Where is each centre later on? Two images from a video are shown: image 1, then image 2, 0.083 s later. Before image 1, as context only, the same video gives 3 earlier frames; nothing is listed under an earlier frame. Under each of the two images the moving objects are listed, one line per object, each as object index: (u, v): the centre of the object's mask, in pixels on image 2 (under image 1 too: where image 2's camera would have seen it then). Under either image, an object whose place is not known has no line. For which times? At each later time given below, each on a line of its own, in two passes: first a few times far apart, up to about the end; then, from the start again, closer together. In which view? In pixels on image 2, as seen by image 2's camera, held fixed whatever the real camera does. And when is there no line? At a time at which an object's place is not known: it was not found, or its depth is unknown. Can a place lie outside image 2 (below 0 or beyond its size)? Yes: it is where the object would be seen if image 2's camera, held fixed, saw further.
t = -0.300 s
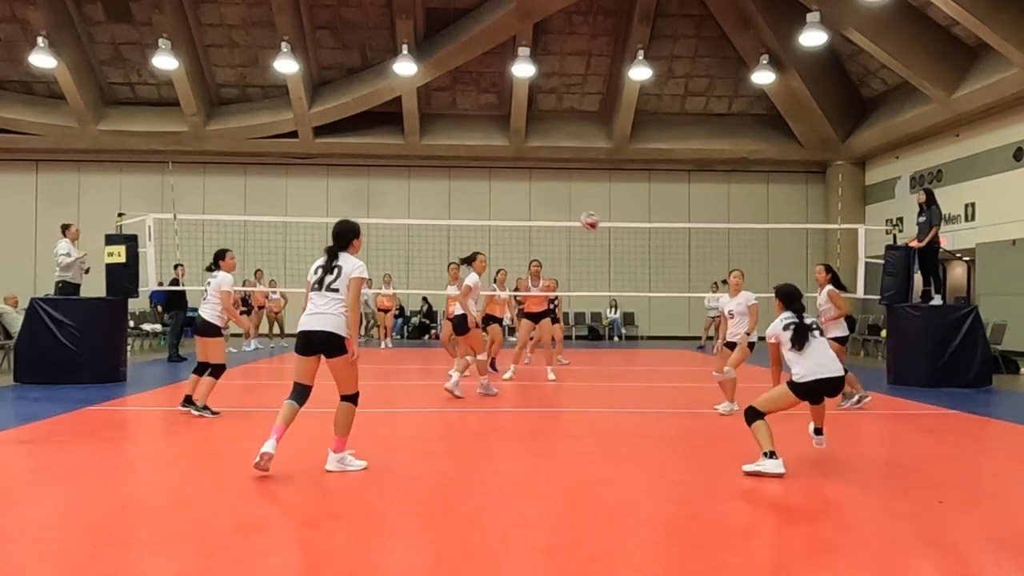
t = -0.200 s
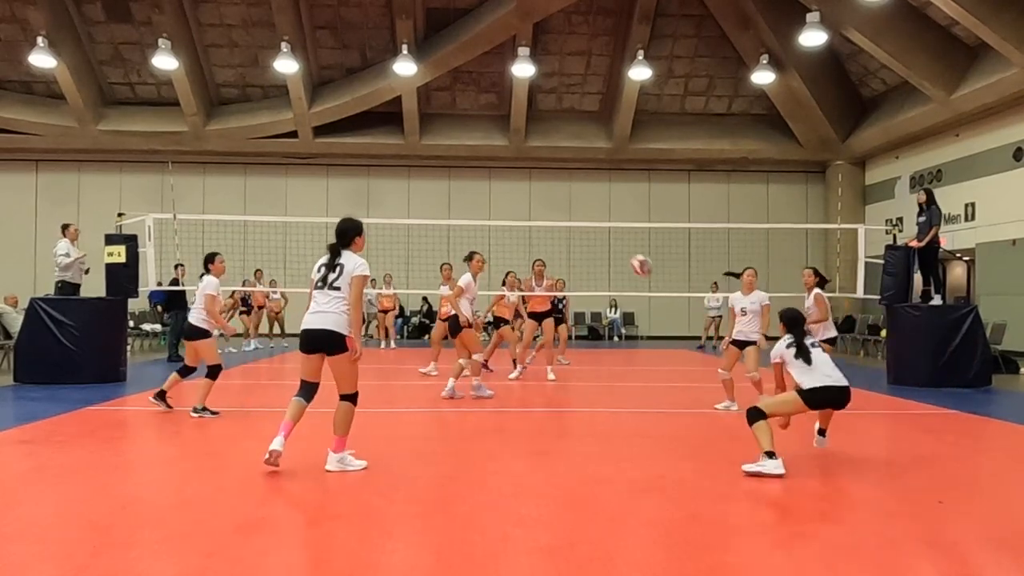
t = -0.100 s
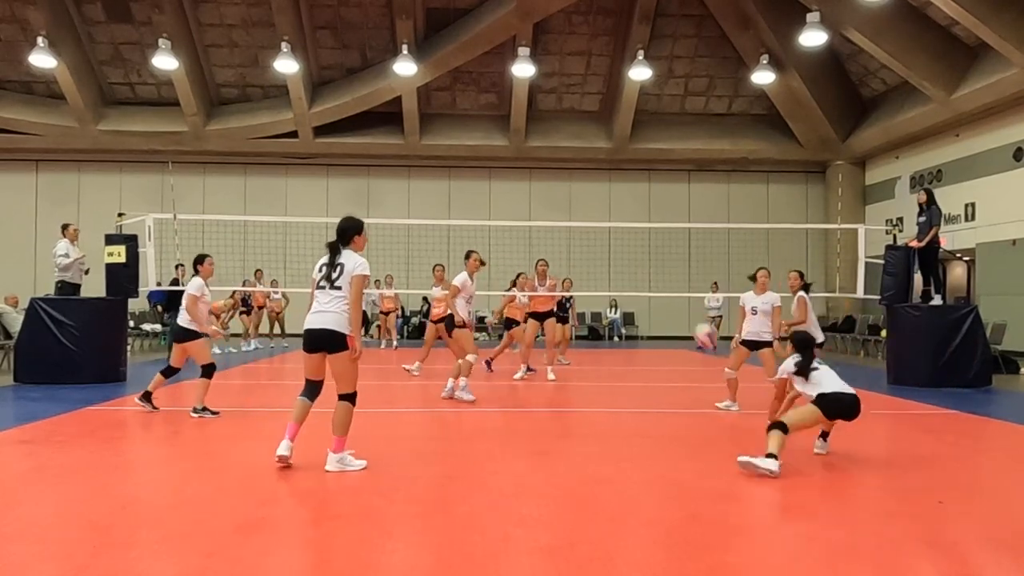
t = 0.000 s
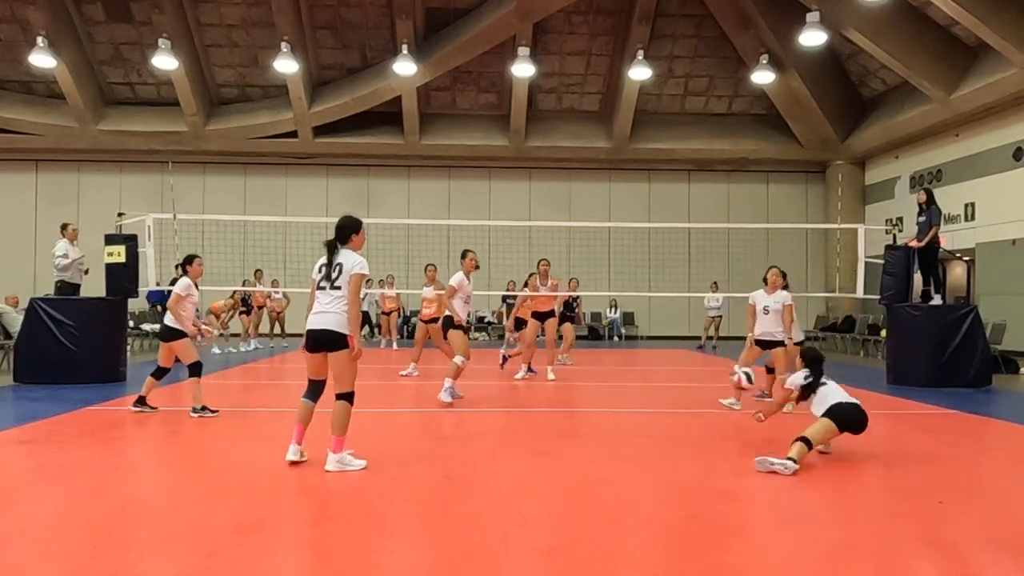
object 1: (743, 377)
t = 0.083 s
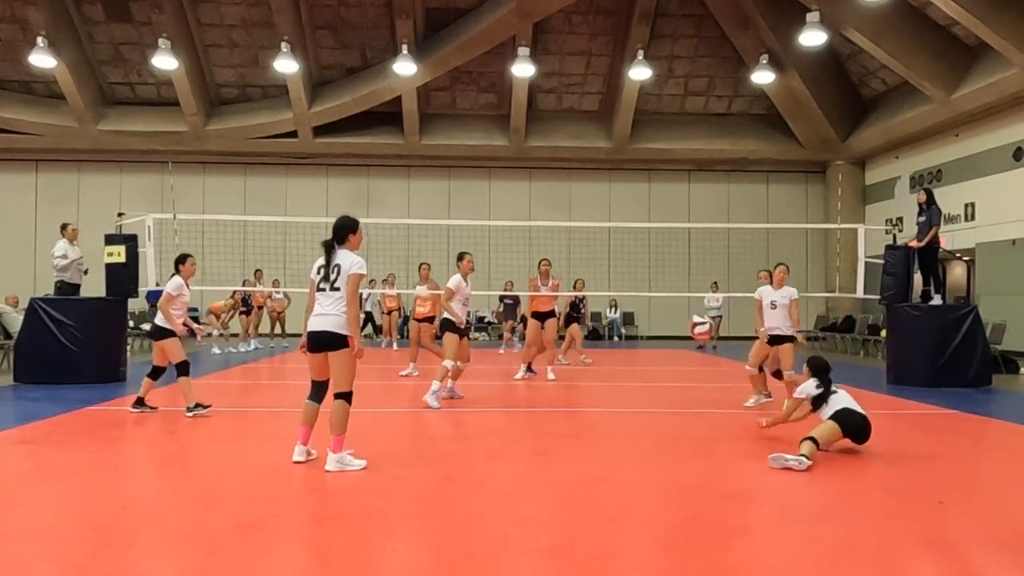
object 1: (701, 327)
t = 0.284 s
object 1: (608, 244)
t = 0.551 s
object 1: (496, 210)
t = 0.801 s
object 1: (398, 247)
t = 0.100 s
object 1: (692, 317)
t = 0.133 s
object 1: (677, 301)
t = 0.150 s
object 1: (669, 294)
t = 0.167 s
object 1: (661, 286)
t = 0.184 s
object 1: (654, 279)
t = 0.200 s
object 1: (646, 273)
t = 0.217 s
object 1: (637, 266)
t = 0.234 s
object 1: (630, 260)
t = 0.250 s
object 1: (623, 254)
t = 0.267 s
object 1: (616, 249)
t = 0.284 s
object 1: (608, 244)
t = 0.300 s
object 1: (602, 240)
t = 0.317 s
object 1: (594, 235)
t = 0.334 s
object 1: (587, 232)
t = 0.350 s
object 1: (579, 228)
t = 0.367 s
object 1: (572, 225)
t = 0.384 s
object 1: (565, 222)
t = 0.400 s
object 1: (558, 219)
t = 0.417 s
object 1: (551, 217)
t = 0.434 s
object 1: (544, 215)
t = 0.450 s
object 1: (537, 214)
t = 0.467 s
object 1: (530, 212)
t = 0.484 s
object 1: (523, 211)
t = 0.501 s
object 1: (516, 210)
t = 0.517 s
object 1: (510, 209)
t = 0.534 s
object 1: (503, 210)
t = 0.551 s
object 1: (496, 210)
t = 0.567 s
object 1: (489, 210)
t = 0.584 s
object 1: (482, 211)
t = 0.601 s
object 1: (476, 212)
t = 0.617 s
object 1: (470, 213)
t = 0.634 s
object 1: (463, 215)
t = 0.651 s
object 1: (456, 217)
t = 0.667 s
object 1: (449, 219)
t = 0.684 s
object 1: (443, 222)
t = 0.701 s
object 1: (437, 224)
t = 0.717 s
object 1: (430, 227)
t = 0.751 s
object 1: (417, 234)
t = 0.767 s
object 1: (411, 238)
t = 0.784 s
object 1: (405, 242)
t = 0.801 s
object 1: (398, 247)
